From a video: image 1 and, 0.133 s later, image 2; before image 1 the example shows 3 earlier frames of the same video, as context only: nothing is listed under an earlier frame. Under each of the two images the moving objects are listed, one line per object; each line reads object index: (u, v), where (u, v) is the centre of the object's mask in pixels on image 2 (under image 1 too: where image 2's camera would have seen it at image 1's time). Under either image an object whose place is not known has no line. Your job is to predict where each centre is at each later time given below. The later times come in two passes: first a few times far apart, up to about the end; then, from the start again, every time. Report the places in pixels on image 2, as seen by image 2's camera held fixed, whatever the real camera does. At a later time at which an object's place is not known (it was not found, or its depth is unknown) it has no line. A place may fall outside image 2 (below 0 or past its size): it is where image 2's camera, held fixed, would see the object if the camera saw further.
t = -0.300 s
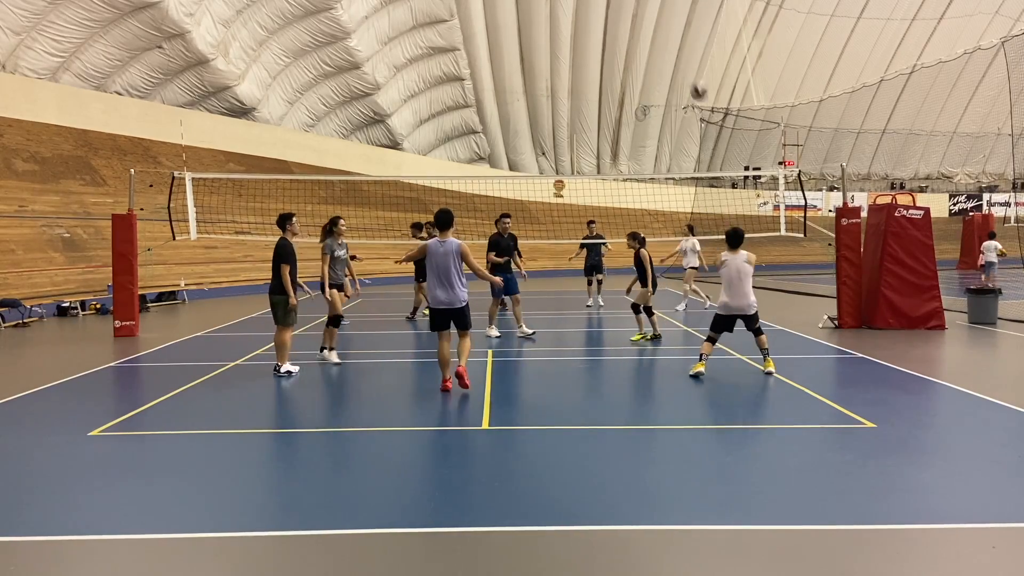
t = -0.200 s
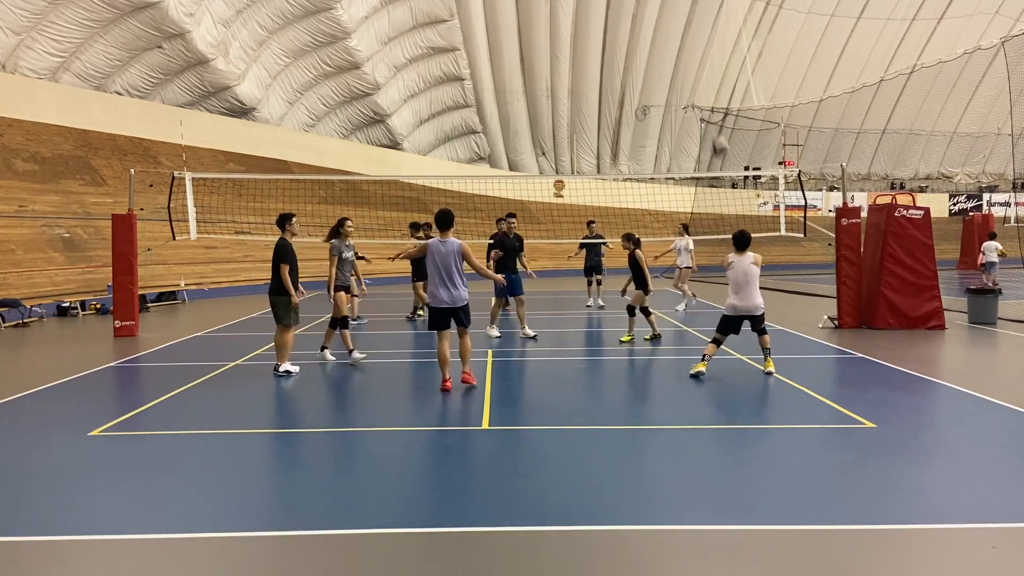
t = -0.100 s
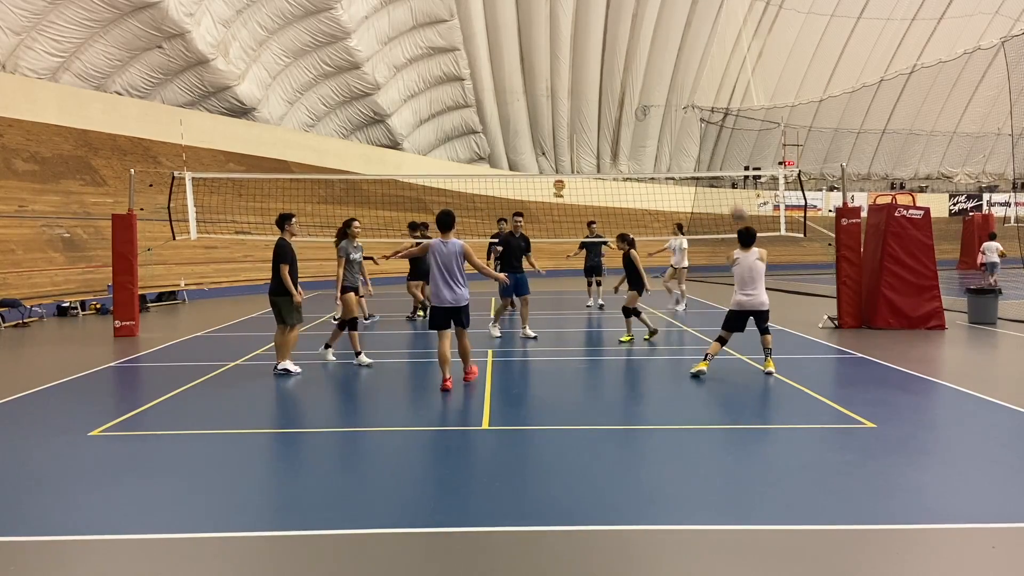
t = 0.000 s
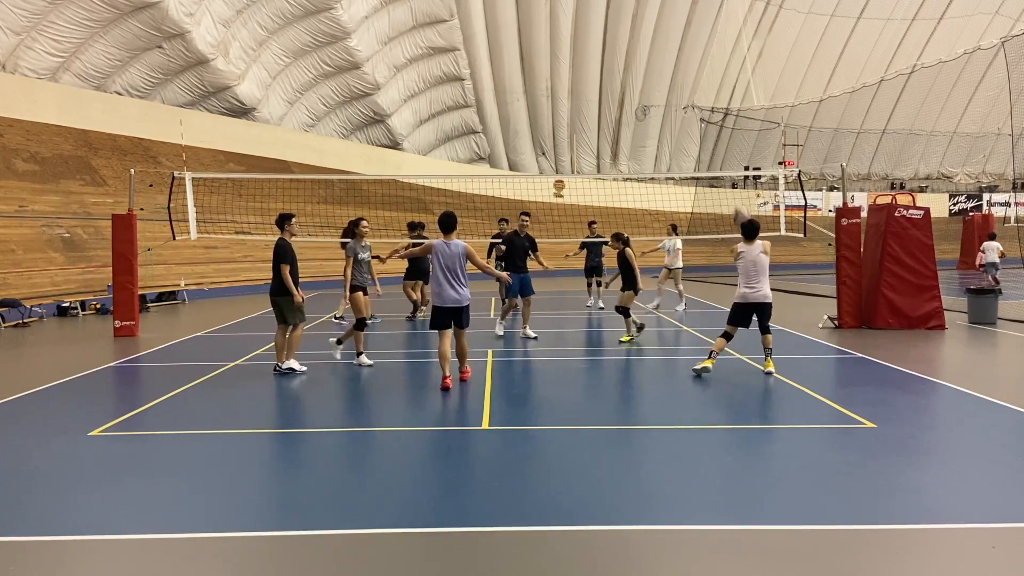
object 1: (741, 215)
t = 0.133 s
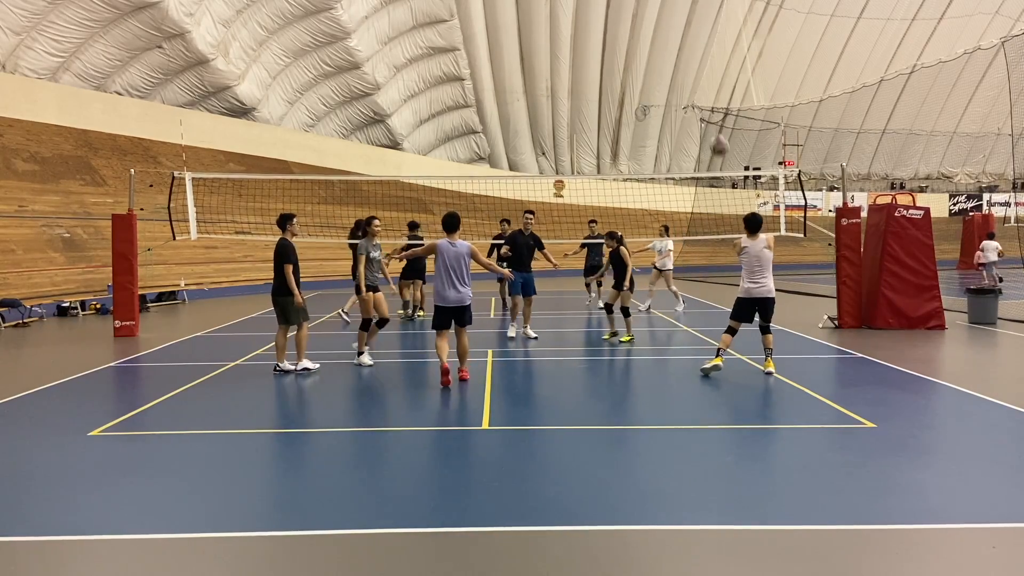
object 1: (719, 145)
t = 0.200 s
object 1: (708, 118)
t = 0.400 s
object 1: (677, 57)
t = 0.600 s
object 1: (647, 33)
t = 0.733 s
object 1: (628, 36)
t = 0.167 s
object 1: (714, 131)
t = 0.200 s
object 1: (708, 118)
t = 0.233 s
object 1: (702, 105)
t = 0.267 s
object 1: (697, 93)
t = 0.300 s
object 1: (692, 83)
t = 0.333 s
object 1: (688, 73)
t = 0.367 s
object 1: (682, 65)
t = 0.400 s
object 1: (677, 57)
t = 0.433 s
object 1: (671, 51)
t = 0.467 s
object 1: (667, 45)
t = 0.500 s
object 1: (661, 41)
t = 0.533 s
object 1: (657, 37)
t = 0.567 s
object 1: (652, 35)
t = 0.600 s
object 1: (647, 33)
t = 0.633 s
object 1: (642, 32)
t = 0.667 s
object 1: (637, 33)
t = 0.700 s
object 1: (633, 34)
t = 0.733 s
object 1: (628, 36)
